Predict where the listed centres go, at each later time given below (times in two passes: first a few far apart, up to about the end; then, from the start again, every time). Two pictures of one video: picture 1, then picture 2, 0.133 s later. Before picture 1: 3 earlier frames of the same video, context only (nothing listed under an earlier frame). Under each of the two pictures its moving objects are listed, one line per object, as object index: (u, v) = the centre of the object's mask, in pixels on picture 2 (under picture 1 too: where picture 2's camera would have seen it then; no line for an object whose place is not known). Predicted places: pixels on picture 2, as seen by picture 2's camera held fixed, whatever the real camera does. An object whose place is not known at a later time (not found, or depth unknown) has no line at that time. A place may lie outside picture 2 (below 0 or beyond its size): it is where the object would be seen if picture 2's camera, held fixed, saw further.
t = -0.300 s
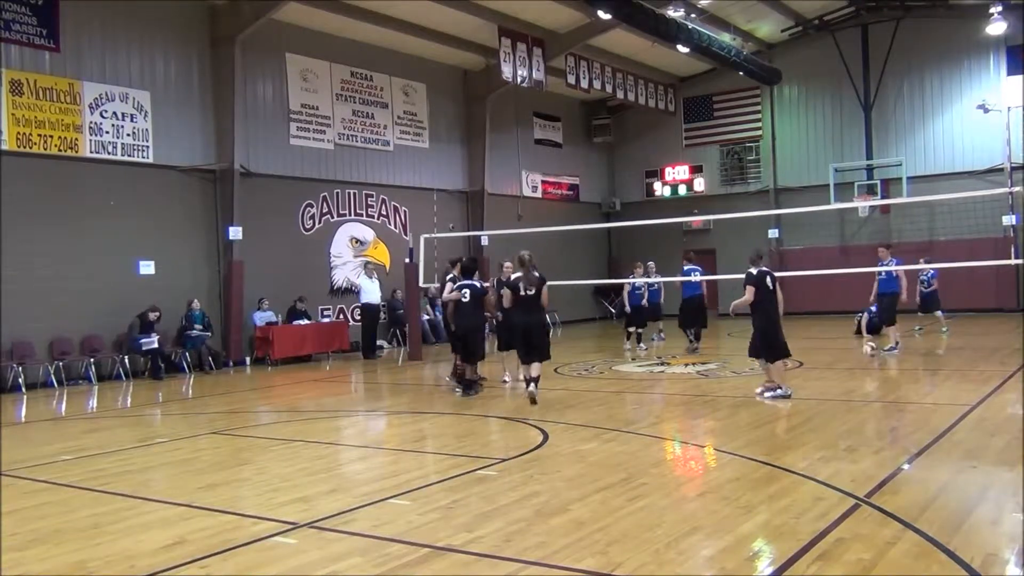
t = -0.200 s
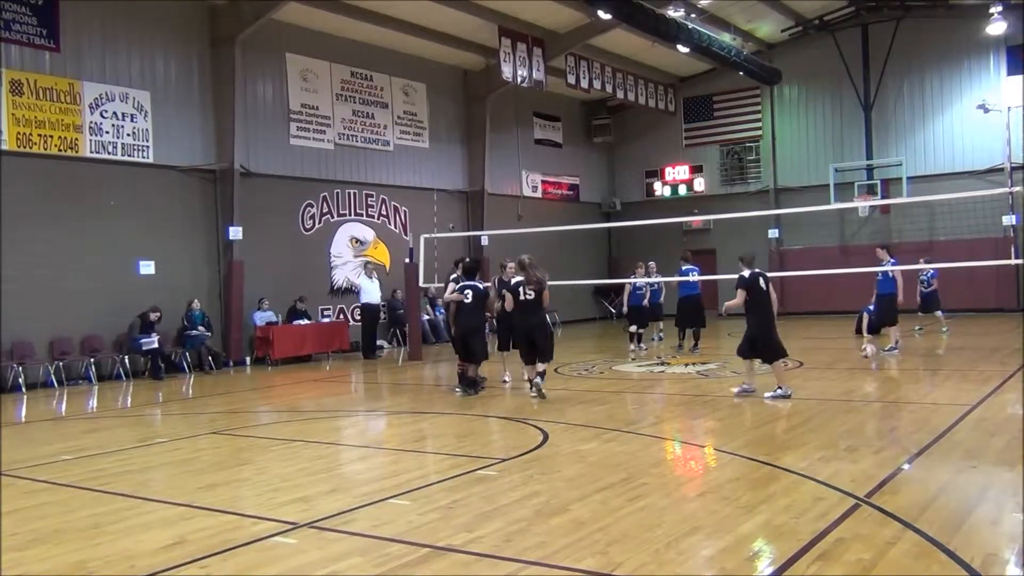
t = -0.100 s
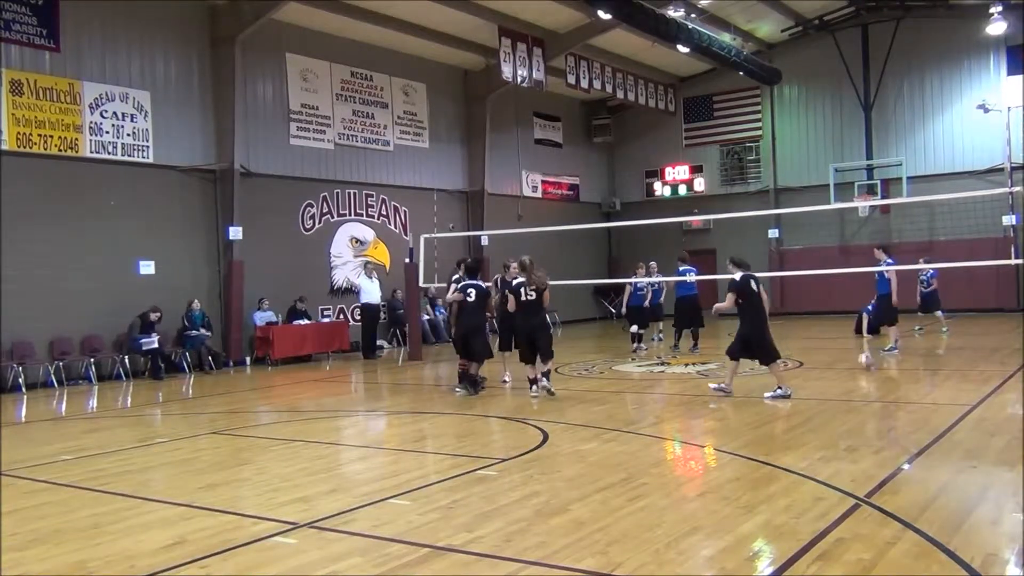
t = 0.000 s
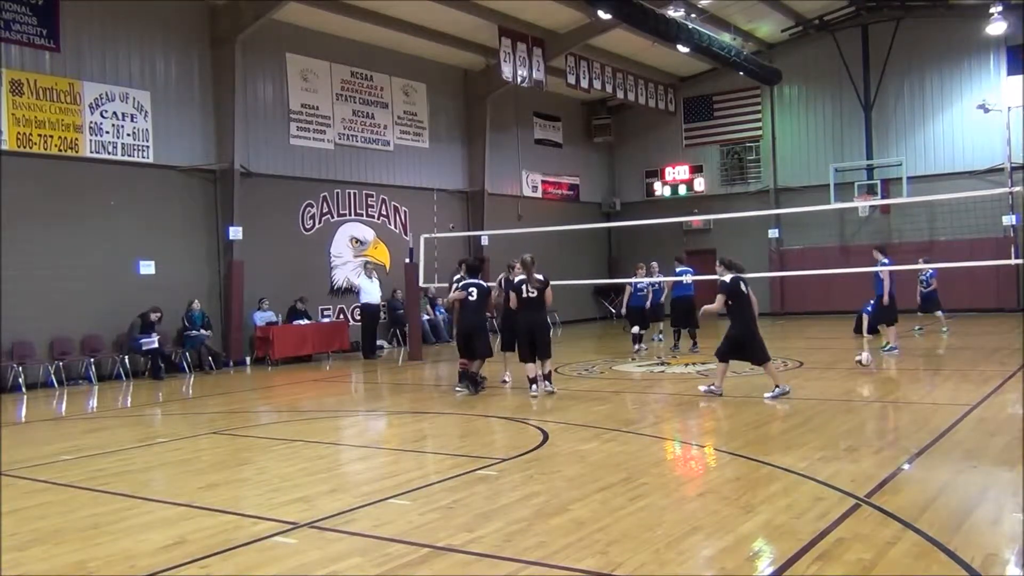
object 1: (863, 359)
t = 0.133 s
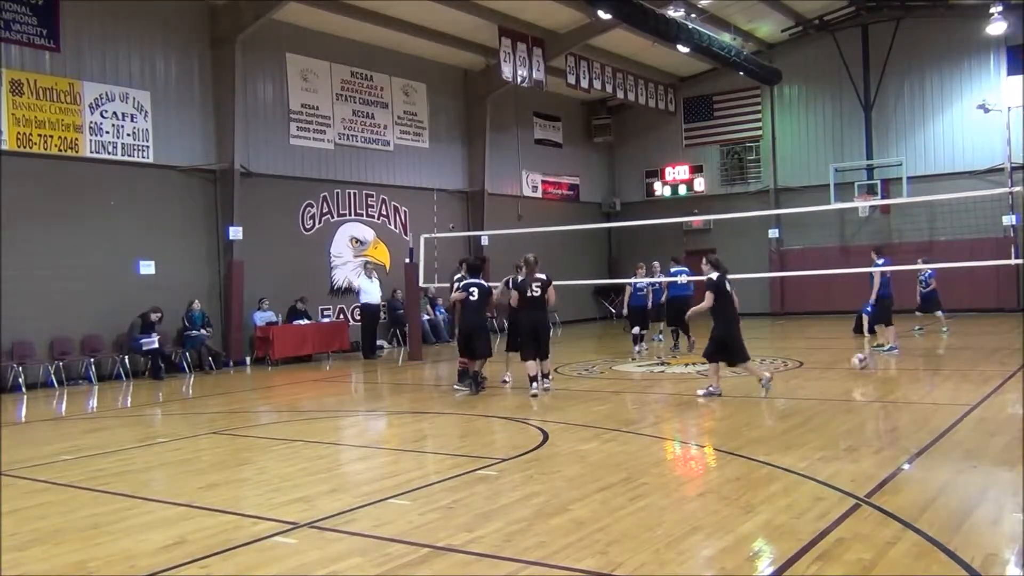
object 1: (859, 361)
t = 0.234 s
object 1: (856, 370)
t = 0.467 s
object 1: (848, 374)
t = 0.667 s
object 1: (842, 379)
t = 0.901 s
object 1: (832, 389)
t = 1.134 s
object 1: (821, 397)
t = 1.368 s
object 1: (810, 405)
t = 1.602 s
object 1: (797, 414)
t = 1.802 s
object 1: (786, 422)
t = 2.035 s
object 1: (771, 433)
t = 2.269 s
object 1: (755, 445)
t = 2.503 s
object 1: (738, 457)
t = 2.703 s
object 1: (722, 469)
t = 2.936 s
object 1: (700, 486)
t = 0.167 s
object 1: (859, 363)
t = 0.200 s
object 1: (857, 369)
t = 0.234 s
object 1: (856, 370)
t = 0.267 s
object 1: (856, 368)
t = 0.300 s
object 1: (854, 368)
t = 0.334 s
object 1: (853, 369)
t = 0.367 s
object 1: (853, 371)
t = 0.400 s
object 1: (851, 374)
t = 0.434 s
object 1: (850, 375)
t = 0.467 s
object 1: (848, 374)
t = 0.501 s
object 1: (848, 374)
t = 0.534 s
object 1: (846, 375)
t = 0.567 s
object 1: (845, 378)
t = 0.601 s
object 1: (844, 381)
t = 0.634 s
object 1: (842, 379)
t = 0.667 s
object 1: (842, 379)
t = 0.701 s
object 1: (840, 381)
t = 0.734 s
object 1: (839, 383)
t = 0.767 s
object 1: (837, 385)
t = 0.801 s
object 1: (836, 385)
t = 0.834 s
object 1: (834, 385)
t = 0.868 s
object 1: (833, 388)
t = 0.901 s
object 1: (832, 389)
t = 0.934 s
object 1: (830, 389)
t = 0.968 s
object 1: (829, 390)
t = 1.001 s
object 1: (827, 392)
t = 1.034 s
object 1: (825, 393)
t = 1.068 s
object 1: (824, 393)
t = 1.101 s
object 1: (822, 395)
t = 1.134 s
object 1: (821, 397)
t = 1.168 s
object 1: (820, 397)
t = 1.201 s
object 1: (818, 398)
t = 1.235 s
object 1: (817, 399)
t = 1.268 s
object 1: (815, 401)
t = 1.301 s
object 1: (813, 402)
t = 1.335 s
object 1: (812, 404)
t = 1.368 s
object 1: (810, 405)
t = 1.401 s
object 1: (808, 406)
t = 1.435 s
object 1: (806, 408)
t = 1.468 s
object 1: (804, 409)
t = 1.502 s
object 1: (804, 410)
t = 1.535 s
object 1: (801, 411)
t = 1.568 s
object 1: (799, 413)
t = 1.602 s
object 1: (797, 414)
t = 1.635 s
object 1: (795, 415)
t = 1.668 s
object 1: (794, 417)
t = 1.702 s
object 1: (791, 419)
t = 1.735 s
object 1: (789, 420)
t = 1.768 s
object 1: (788, 421)
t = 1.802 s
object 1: (786, 422)
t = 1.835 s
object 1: (784, 423)
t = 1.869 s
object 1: (782, 425)
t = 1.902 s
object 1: (779, 427)
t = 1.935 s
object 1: (778, 428)
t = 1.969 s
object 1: (775, 429)
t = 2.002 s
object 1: (773, 431)
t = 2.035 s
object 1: (771, 433)
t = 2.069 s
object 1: (769, 434)
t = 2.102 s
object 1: (767, 436)
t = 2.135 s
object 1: (764, 438)
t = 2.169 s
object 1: (762, 440)
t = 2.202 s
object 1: (759, 441)
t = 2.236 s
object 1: (758, 442)
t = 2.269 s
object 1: (755, 445)
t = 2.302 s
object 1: (752, 446)
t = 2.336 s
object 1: (750, 448)
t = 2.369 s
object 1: (748, 450)
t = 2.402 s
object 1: (746, 452)
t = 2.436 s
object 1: (743, 453)
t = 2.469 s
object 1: (741, 456)
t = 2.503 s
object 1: (738, 457)
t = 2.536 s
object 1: (736, 459)
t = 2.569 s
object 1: (733, 462)
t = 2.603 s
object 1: (730, 464)
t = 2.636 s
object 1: (727, 465)
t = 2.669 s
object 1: (725, 467)
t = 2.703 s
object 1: (722, 469)
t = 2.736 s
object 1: (719, 471)
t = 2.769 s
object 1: (716, 474)
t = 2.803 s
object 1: (713, 476)
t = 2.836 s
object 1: (710, 479)
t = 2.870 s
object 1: (707, 481)
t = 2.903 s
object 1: (704, 483)
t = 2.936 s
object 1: (700, 486)
